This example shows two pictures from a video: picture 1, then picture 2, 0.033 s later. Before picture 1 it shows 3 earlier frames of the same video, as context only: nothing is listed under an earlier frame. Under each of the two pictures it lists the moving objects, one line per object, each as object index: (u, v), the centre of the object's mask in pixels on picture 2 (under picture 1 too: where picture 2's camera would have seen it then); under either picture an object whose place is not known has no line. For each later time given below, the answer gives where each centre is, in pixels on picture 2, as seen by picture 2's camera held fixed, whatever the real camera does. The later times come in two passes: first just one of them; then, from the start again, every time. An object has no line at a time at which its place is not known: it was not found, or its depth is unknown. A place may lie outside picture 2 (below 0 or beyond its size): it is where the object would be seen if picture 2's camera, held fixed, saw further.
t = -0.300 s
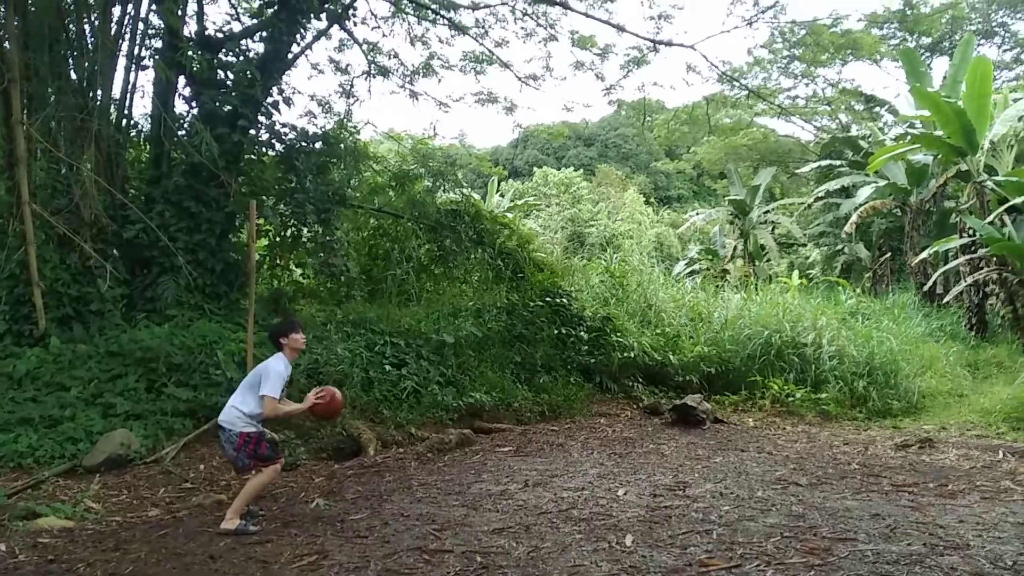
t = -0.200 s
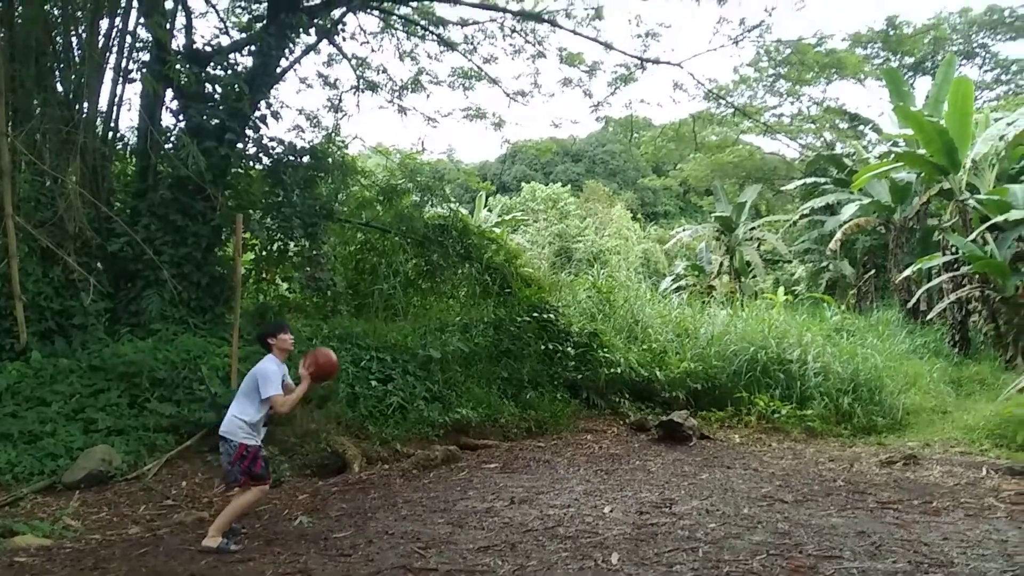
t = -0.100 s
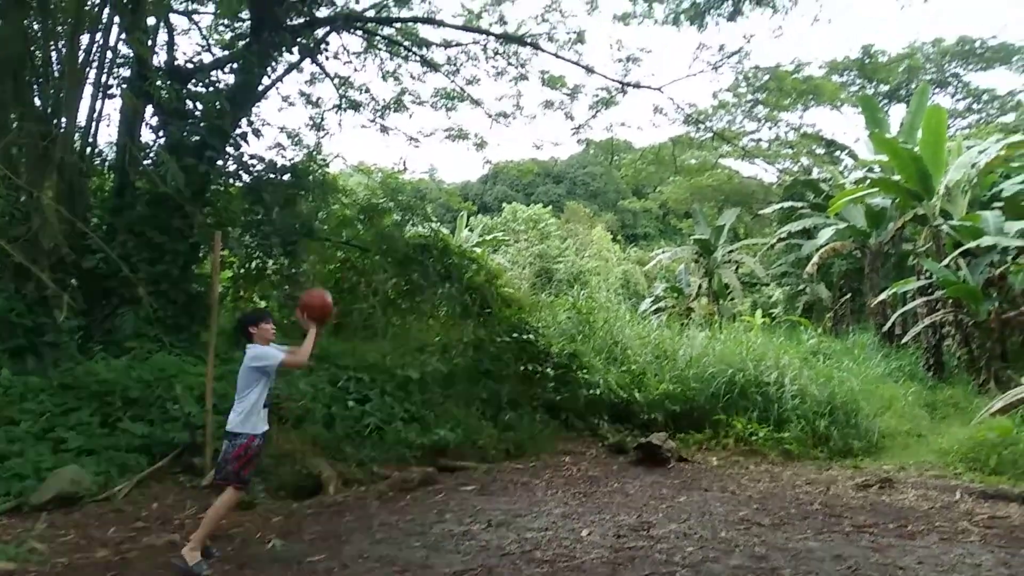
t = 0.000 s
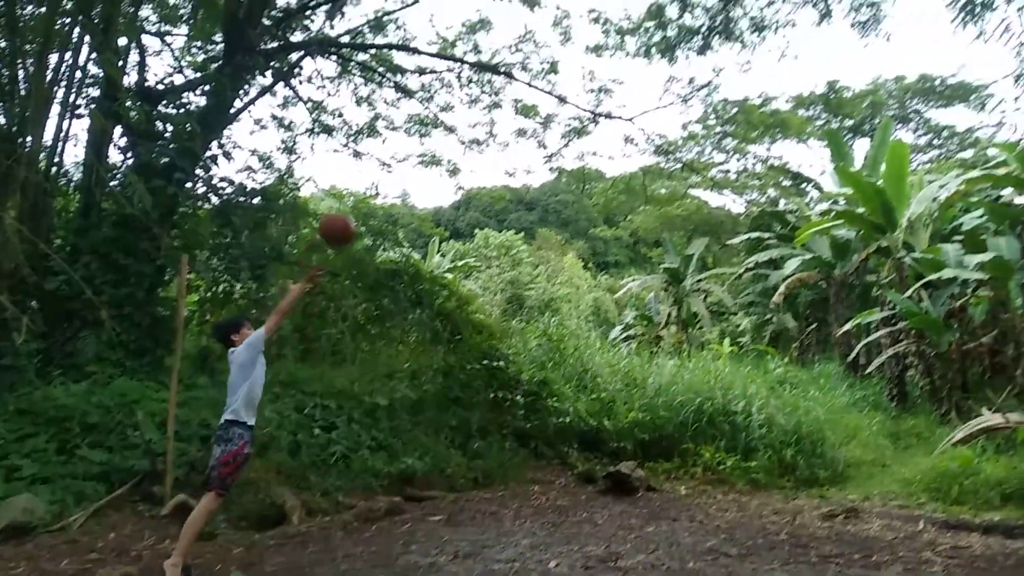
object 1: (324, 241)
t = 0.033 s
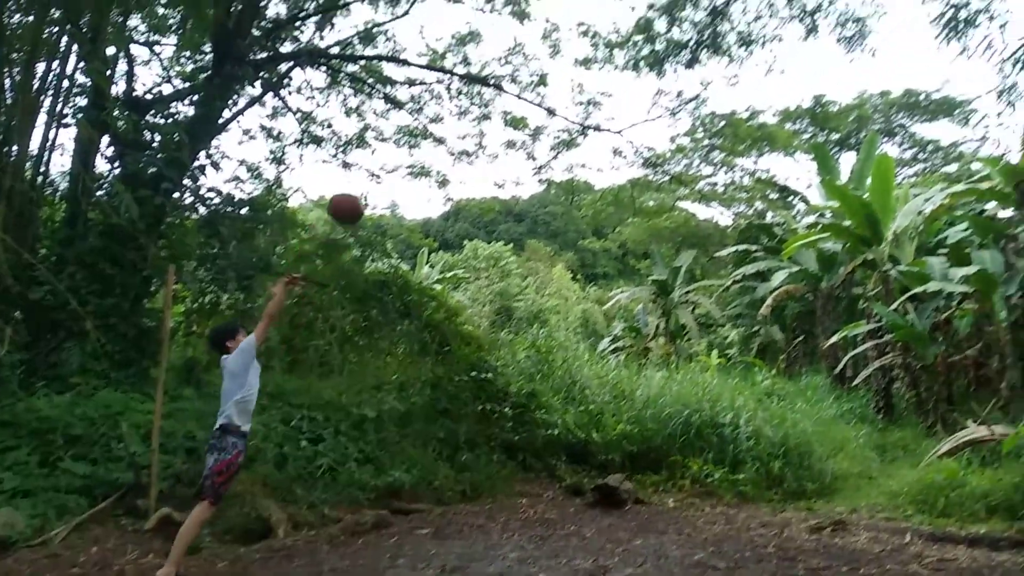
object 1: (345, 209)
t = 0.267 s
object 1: (486, 31)
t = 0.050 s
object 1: (356, 193)
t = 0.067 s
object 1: (366, 178)
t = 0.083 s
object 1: (377, 164)
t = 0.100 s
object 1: (386, 149)
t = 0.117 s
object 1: (397, 136)
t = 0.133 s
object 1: (407, 122)
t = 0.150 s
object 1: (417, 109)
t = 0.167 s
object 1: (427, 97)
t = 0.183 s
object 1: (437, 84)
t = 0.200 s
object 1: (447, 73)
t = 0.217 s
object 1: (457, 63)
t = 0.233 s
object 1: (466, 51)
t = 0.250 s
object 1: (476, 41)
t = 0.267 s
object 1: (486, 31)
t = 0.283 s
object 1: (496, 22)
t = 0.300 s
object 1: (505, 12)
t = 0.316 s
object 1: (515, 4)
